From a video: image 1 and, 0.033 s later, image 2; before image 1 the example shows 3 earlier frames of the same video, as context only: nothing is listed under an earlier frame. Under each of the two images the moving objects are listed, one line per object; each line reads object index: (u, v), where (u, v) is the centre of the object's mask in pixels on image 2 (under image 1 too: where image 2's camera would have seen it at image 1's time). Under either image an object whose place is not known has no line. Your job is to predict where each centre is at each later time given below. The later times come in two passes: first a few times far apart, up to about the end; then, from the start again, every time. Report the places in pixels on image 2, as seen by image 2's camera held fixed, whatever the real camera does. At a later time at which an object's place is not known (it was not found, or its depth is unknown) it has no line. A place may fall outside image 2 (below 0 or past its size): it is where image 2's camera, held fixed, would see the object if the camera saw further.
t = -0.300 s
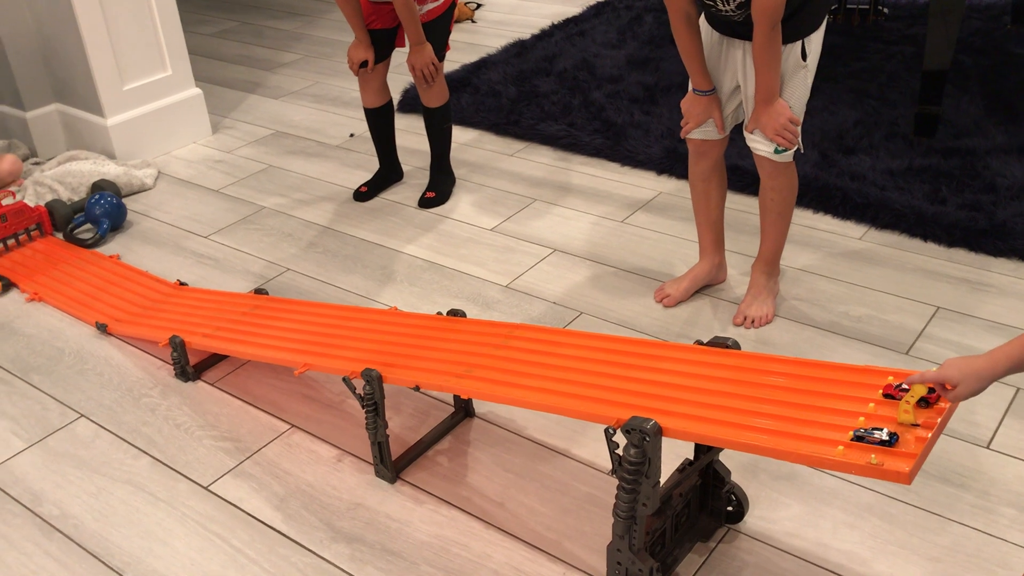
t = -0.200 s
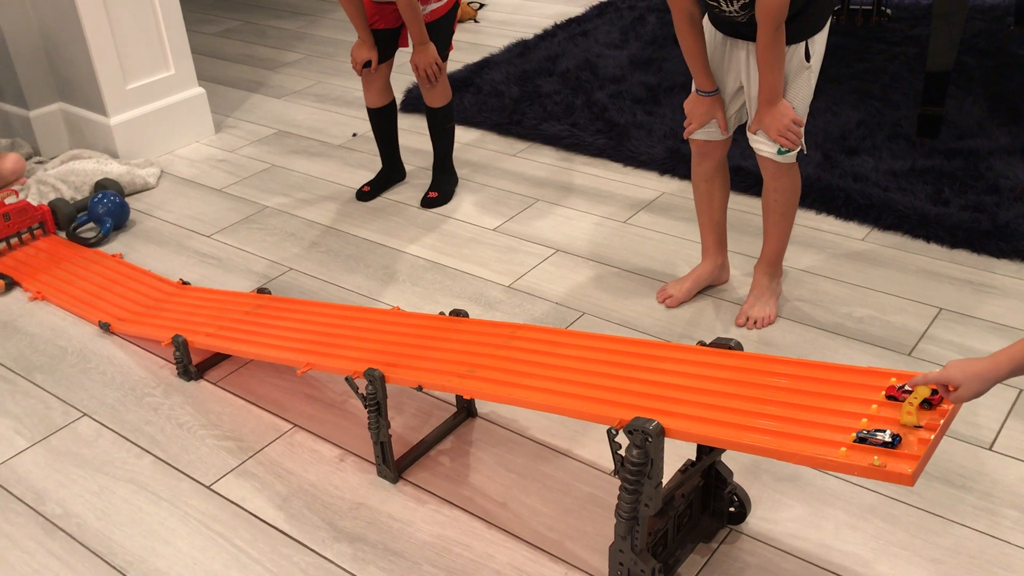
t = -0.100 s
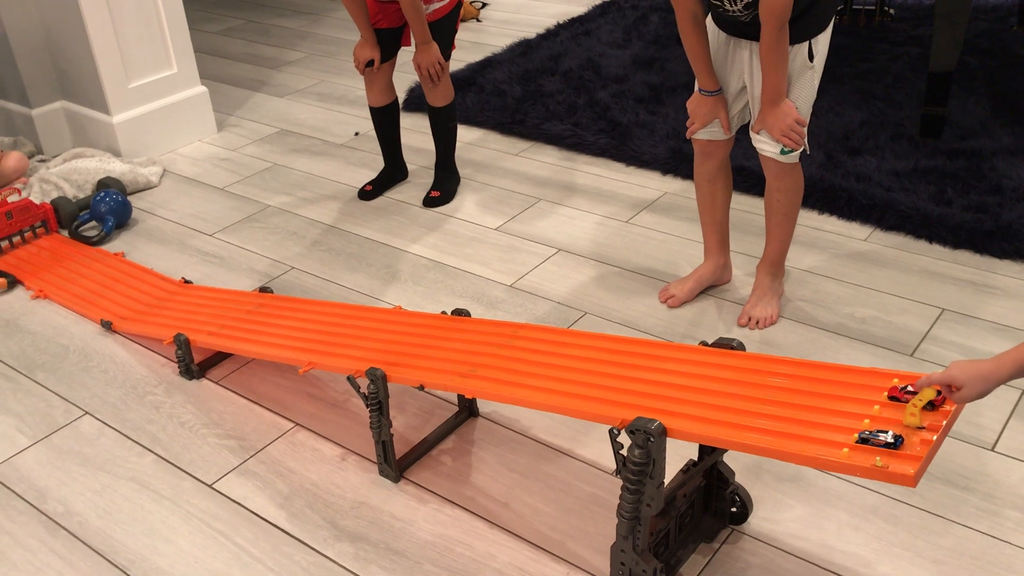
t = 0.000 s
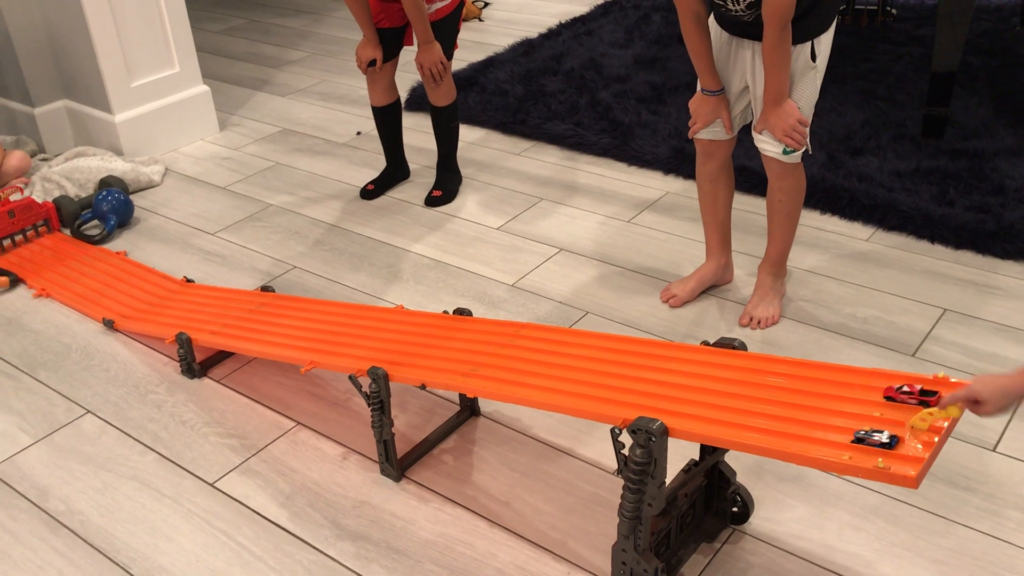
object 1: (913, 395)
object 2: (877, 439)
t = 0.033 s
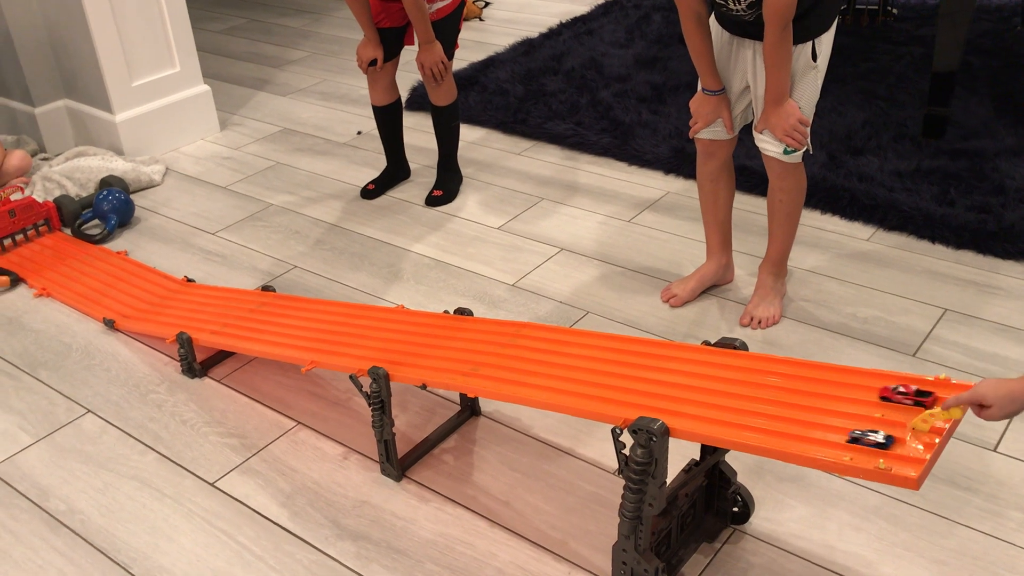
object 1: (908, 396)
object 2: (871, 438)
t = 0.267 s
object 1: (834, 384)
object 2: (795, 424)
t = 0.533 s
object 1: (687, 362)
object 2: (644, 396)
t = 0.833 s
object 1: (492, 334)
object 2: (445, 361)
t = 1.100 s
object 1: (320, 313)
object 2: (272, 335)
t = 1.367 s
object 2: (116, 304)
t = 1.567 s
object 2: (10, 255)
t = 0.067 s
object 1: (902, 394)
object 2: (864, 437)
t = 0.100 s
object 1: (893, 392)
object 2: (856, 435)
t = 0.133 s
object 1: (884, 392)
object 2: (846, 433)
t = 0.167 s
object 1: (873, 390)
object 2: (835, 432)
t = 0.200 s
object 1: (861, 389)
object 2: (823, 429)
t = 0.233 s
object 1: (848, 387)
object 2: (810, 427)
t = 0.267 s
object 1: (834, 384)
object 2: (795, 424)
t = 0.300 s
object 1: (818, 382)
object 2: (779, 421)
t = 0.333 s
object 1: (803, 379)
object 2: (762, 418)
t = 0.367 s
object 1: (785, 377)
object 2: (744, 415)
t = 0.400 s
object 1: (767, 374)
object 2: (725, 411)
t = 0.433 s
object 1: (748, 371)
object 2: (706, 407)
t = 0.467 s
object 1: (728, 368)
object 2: (686, 404)
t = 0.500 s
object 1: (708, 365)
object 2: (664, 400)
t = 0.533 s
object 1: (687, 362)
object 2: (644, 396)
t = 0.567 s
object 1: (666, 359)
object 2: (623, 392)
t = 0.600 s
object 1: (646, 356)
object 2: (601, 388)
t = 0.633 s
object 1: (623, 353)
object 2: (579, 384)
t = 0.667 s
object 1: (602, 350)
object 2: (557, 381)
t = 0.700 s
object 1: (580, 346)
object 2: (534, 376)
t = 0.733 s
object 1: (557, 343)
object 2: (512, 372)
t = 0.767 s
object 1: (535, 339)
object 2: (489, 368)
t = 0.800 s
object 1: (513, 337)
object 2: (469, 365)
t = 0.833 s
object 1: (492, 334)
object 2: (445, 361)
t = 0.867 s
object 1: (470, 331)
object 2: (423, 358)
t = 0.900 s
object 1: (449, 329)
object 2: (402, 355)
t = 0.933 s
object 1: (427, 326)
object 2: (380, 351)
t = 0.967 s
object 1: (405, 323)
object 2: (358, 348)
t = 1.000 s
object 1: (383, 321)
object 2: (337, 345)
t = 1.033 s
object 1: (362, 318)
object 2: (315, 342)
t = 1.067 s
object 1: (342, 316)
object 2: (293, 338)
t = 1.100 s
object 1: (320, 313)
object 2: (272, 335)
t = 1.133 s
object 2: (252, 331)
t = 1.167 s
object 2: (232, 327)
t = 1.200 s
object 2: (212, 324)
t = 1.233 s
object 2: (192, 321)
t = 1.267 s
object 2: (173, 317)
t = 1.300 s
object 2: (155, 315)
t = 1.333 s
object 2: (136, 311)
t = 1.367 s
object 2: (116, 304)
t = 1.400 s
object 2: (97, 295)
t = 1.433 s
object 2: (79, 286)
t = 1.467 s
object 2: (60, 277)
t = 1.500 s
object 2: (42, 270)
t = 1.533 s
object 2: (26, 263)
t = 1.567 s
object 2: (10, 255)
